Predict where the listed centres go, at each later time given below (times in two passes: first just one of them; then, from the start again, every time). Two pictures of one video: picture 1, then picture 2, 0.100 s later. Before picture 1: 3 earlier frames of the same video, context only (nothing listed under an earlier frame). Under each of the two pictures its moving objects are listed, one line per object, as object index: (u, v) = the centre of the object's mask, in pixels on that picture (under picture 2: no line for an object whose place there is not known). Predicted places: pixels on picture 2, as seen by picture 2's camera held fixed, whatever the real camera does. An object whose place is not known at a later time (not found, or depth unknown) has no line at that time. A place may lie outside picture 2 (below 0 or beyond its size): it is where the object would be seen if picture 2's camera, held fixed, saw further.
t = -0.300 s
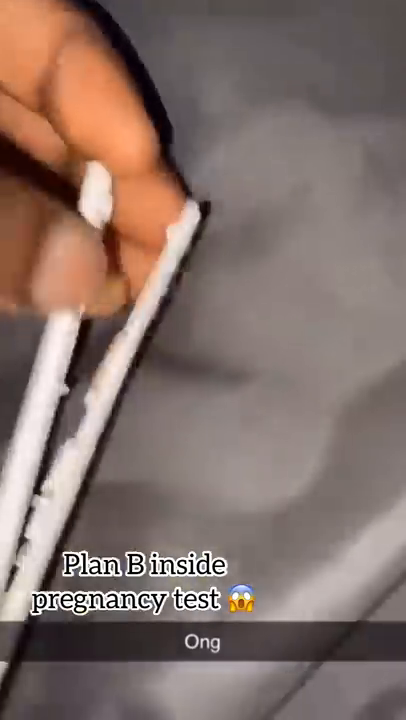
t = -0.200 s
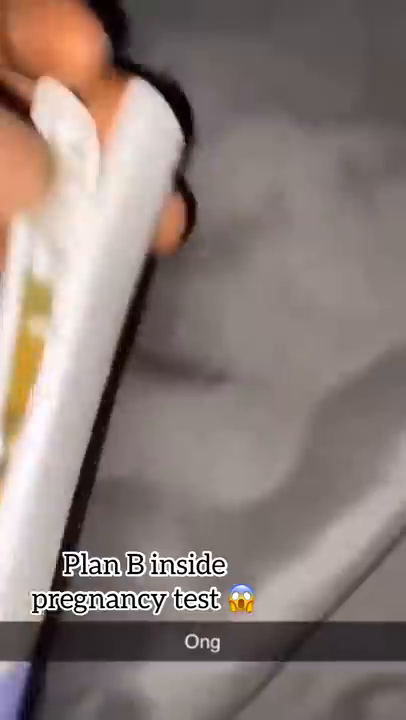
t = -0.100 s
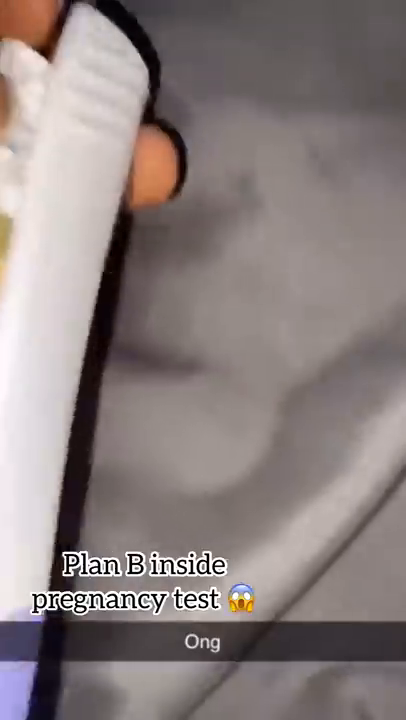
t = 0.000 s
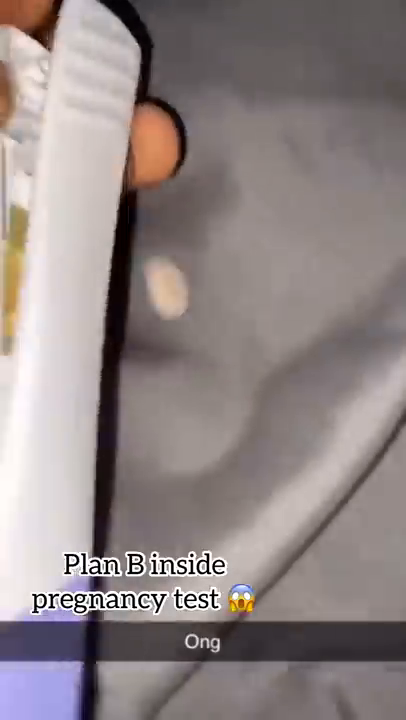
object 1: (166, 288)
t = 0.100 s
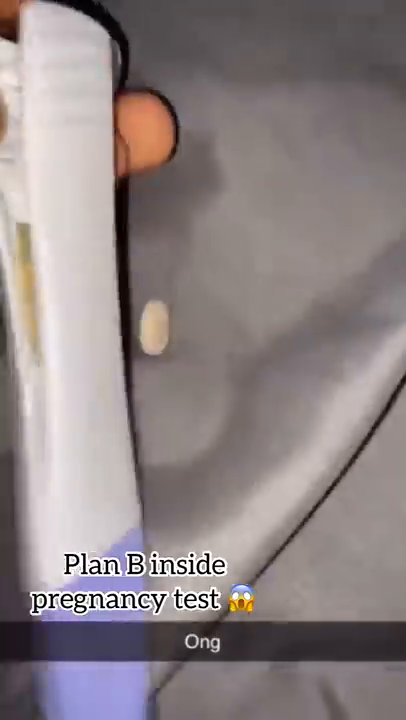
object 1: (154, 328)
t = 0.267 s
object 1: (157, 311)
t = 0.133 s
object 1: (158, 320)
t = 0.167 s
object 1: (160, 315)
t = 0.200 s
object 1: (161, 311)
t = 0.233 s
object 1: (161, 310)
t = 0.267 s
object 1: (157, 311)
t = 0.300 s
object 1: (153, 311)
